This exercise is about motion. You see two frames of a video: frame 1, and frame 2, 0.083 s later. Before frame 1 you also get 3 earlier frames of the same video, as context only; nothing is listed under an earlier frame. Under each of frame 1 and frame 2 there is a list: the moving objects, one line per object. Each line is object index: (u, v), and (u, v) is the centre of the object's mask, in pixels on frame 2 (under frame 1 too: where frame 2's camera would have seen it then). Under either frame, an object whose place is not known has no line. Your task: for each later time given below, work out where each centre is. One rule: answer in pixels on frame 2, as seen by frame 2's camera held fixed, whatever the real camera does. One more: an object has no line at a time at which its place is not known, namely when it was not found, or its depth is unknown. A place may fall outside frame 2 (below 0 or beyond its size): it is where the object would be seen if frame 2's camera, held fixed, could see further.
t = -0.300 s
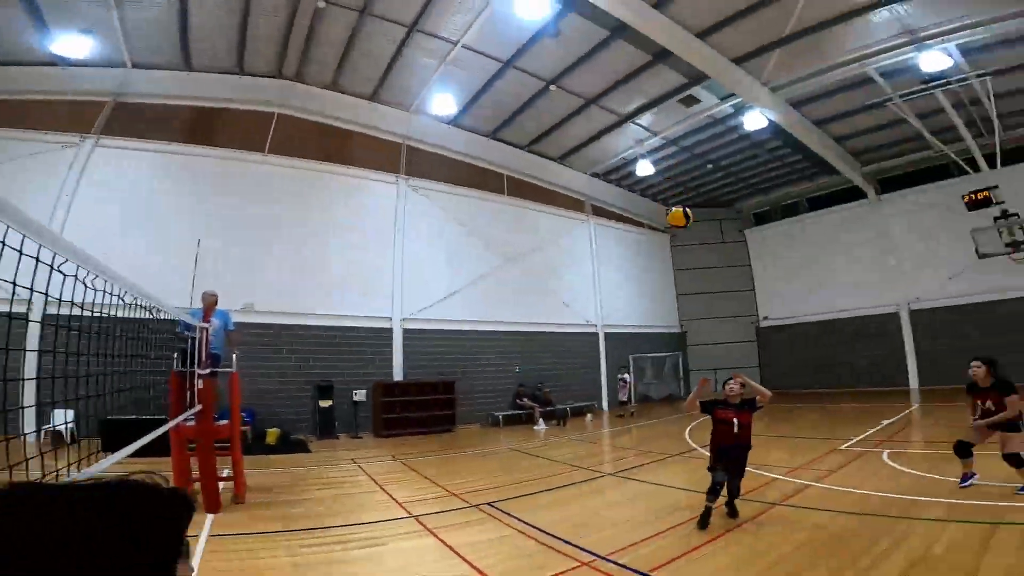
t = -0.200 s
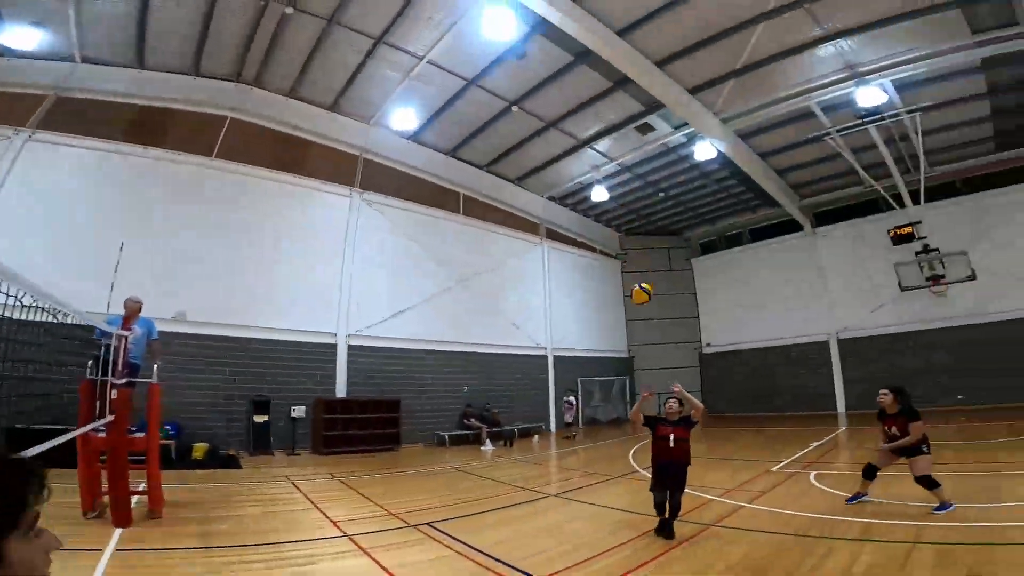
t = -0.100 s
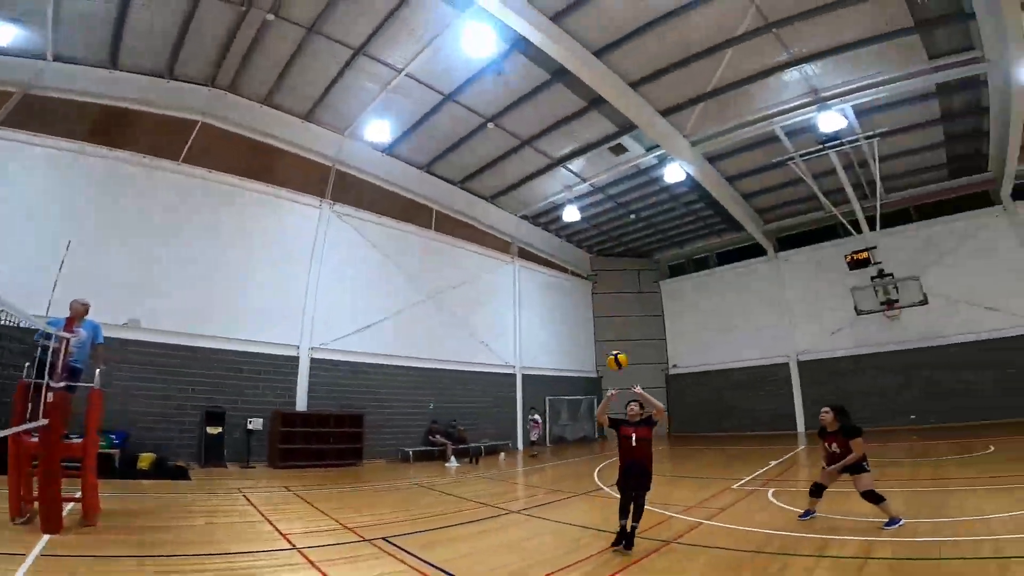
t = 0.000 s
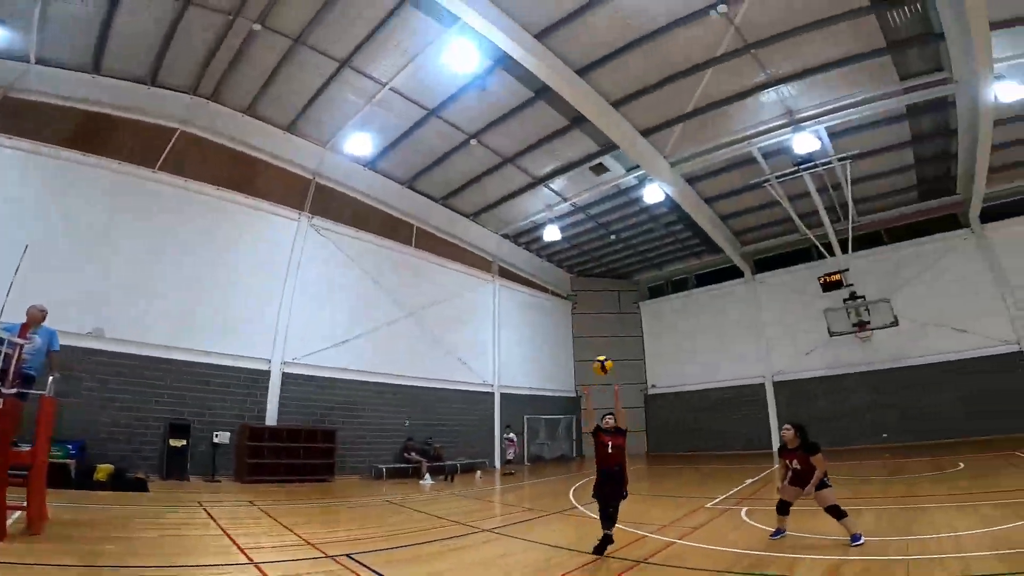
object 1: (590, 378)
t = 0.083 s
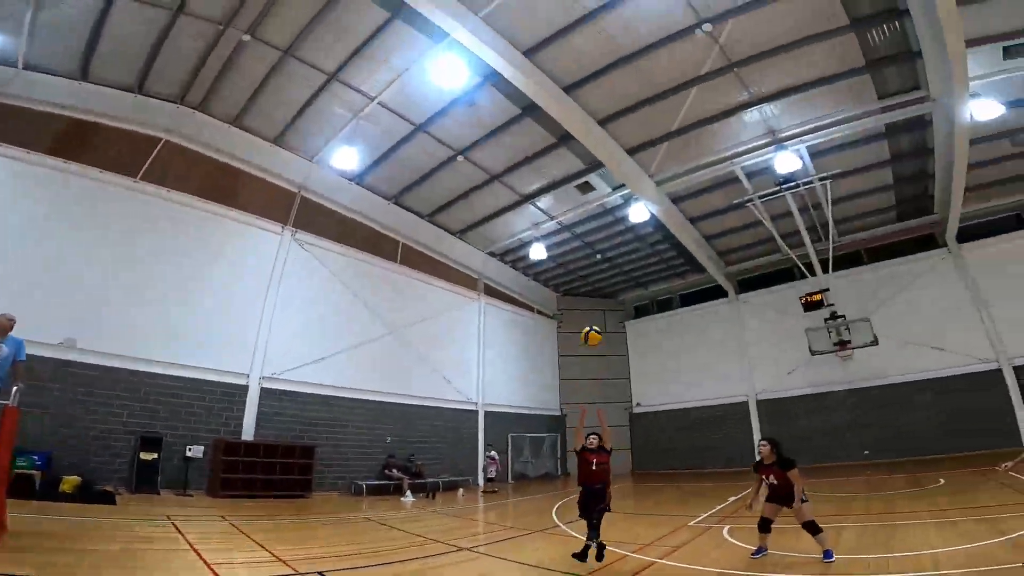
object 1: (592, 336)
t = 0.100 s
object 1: (593, 327)
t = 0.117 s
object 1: (594, 319)
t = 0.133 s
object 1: (596, 311)
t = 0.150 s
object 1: (597, 303)
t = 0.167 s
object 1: (598, 296)
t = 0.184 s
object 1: (599, 288)
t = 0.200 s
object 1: (601, 281)
